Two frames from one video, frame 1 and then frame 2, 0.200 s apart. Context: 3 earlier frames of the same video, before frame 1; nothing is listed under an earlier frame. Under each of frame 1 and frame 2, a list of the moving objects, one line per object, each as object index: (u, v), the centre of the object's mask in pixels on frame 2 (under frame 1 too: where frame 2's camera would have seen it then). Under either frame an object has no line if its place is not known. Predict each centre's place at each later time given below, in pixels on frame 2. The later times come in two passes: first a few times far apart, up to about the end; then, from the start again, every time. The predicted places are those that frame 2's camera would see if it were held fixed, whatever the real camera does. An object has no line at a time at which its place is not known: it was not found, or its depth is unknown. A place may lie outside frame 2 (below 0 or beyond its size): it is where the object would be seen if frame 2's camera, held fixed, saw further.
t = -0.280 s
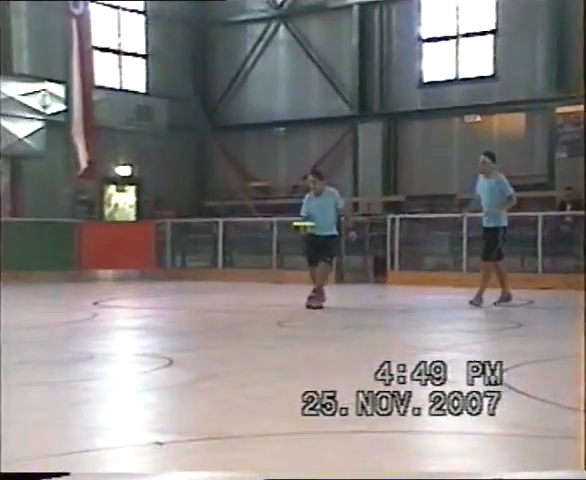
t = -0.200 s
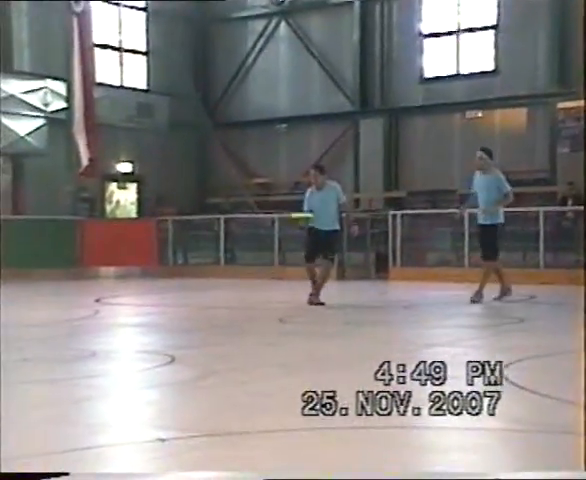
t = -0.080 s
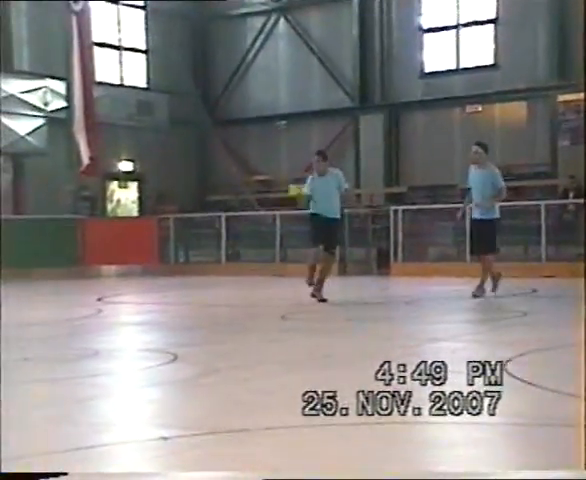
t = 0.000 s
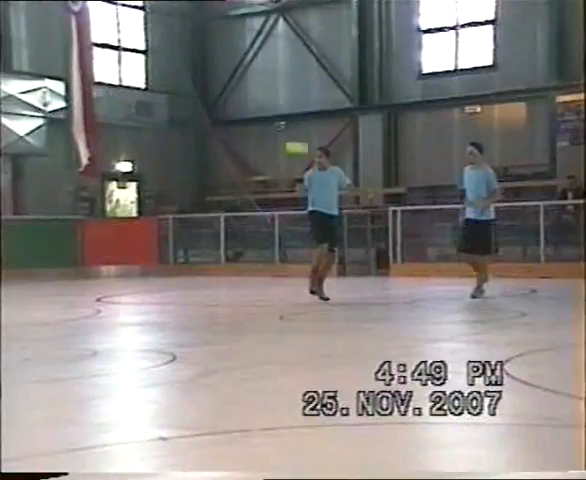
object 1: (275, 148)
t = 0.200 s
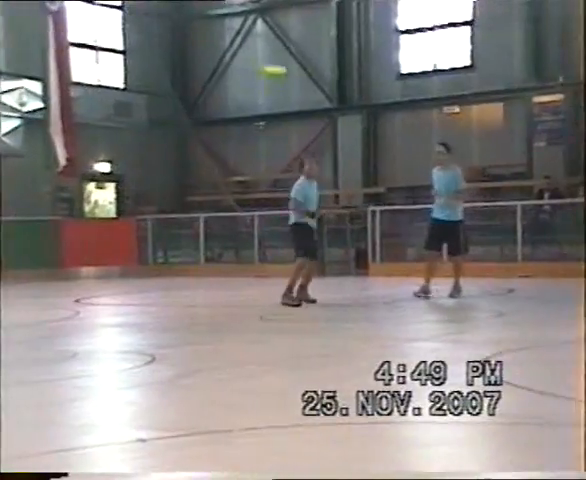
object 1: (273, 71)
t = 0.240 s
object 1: (273, 61)
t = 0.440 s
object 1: (273, 35)
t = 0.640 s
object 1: (273, 46)
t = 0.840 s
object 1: (273, 89)
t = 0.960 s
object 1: (275, 124)
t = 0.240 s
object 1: (273, 61)
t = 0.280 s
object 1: (274, 52)
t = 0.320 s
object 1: (275, 45)
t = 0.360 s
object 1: (274, 41)
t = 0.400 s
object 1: (274, 37)
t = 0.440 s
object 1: (273, 35)
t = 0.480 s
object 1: (272, 34)
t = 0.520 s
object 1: (273, 35)
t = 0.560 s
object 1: (273, 37)
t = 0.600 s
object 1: (273, 42)
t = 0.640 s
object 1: (273, 46)
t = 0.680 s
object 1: (274, 53)
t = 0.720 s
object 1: (272, 61)
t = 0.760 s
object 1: (272, 69)
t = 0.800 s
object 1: (273, 78)
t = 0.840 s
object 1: (273, 89)
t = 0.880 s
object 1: (273, 100)
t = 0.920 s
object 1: (274, 111)
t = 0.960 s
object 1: (275, 124)
